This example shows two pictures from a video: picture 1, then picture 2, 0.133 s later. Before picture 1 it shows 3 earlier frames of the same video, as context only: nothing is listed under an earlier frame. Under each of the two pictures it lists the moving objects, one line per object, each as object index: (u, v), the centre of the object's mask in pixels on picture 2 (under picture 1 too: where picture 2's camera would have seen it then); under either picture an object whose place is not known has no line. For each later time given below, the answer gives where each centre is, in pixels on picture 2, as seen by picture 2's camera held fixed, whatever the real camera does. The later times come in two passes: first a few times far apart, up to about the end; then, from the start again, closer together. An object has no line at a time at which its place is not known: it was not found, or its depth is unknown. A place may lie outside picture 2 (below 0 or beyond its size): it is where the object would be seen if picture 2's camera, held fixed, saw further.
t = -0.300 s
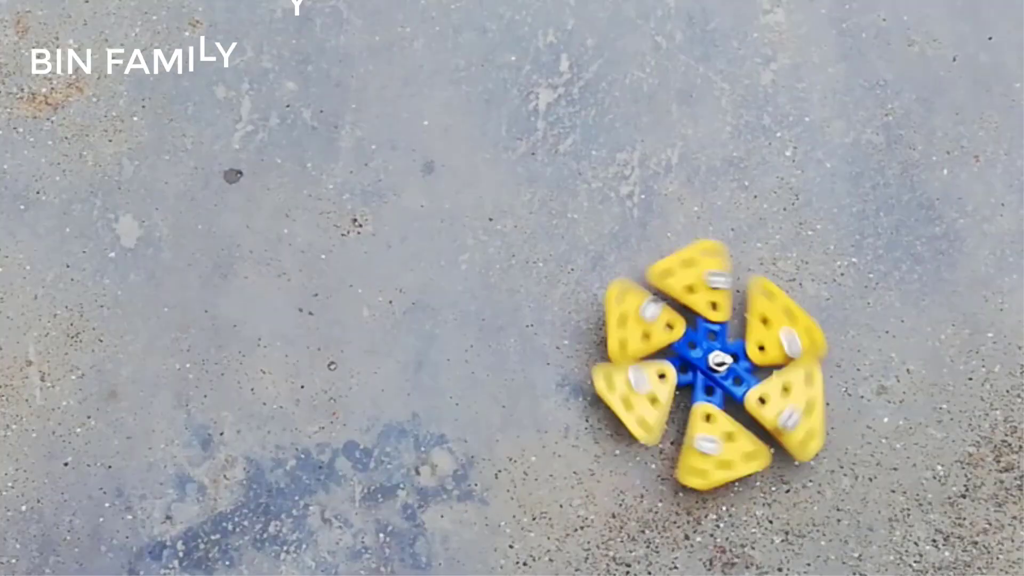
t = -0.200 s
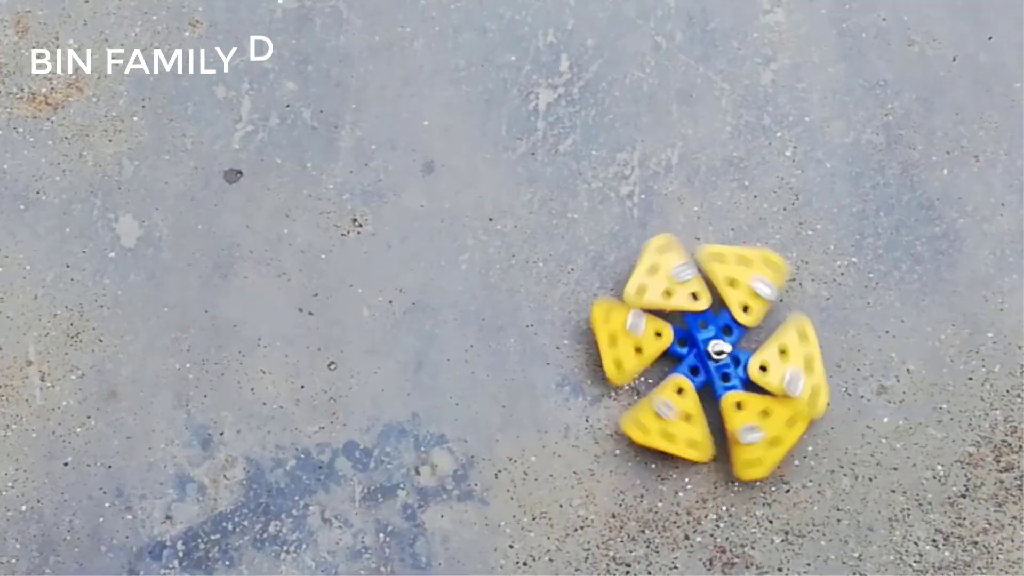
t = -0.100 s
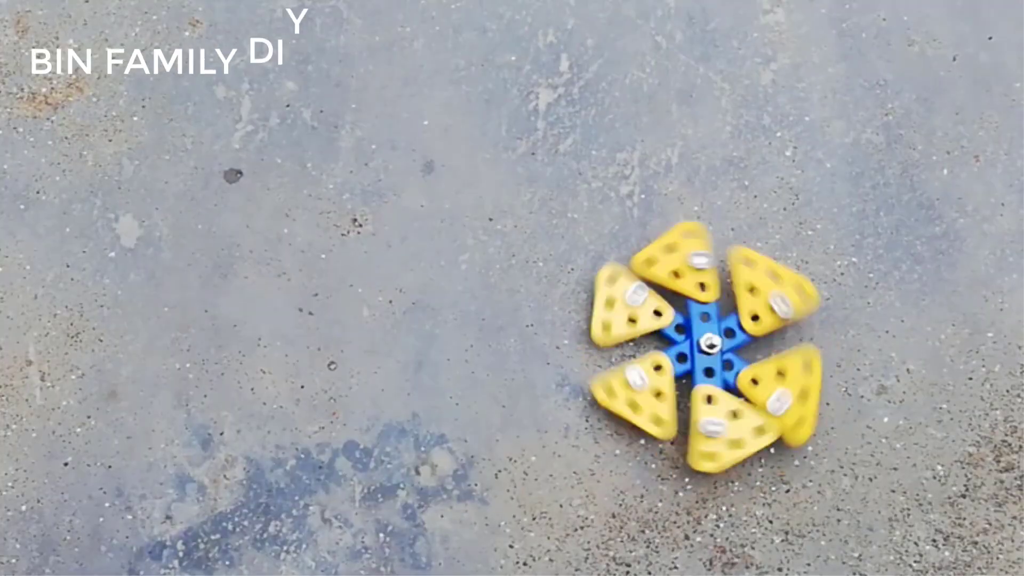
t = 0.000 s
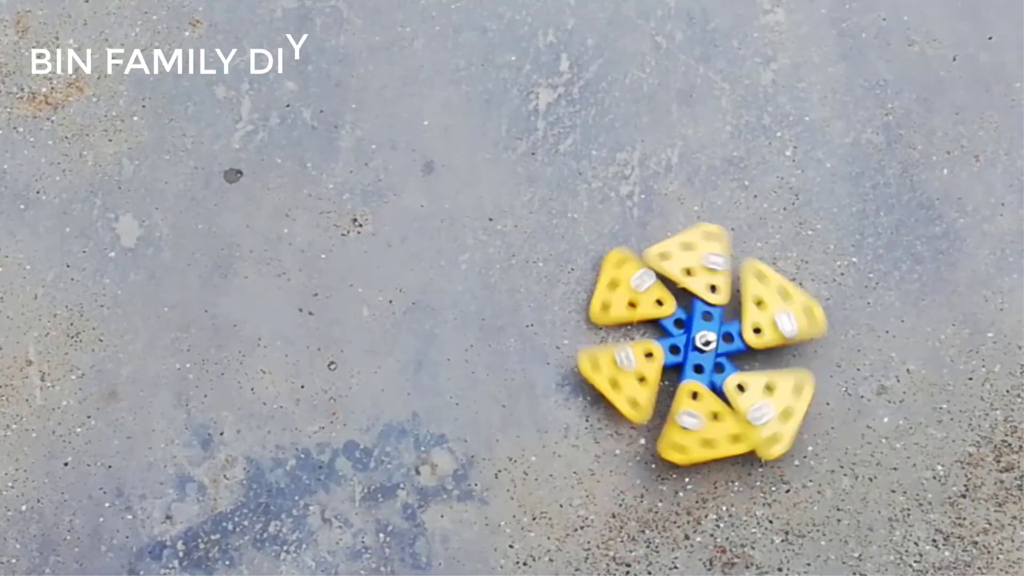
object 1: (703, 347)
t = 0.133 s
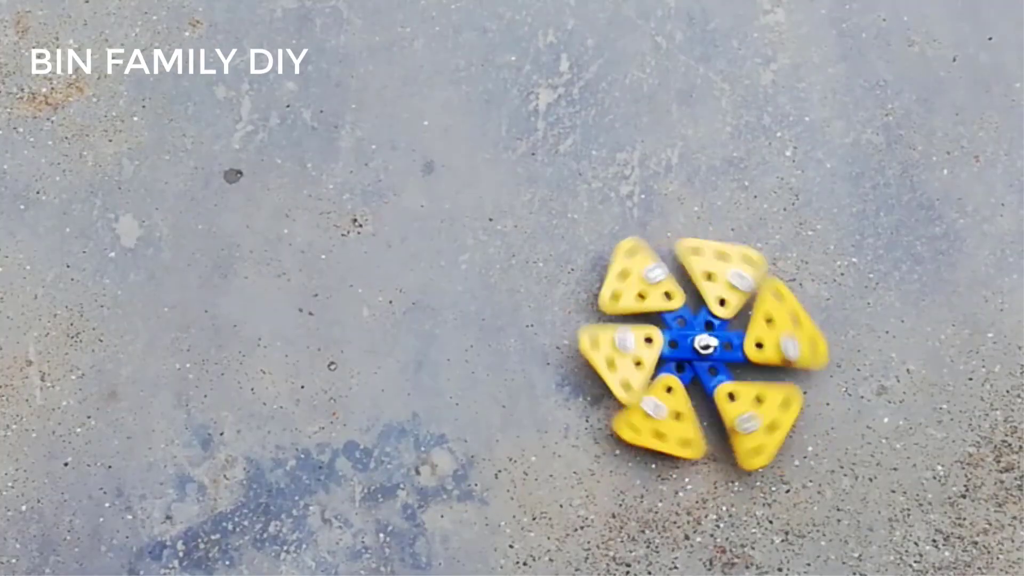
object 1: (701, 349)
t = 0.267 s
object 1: (702, 348)
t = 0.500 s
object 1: (699, 336)
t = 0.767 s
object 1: (690, 334)
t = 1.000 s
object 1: (695, 336)
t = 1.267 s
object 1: (710, 326)
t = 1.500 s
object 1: (701, 304)
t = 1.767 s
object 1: (682, 285)
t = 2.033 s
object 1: (668, 274)
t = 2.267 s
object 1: (651, 267)
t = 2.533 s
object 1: (647, 278)
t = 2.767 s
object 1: (657, 268)
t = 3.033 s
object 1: (657, 258)
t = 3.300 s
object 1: (652, 257)
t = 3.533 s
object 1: (653, 256)
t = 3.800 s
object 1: (657, 246)
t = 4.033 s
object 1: (668, 238)
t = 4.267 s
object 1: (670, 227)
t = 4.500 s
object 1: (667, 217)
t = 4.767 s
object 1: (670, 218)
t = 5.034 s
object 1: (682, 209)
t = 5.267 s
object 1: (690, 199)
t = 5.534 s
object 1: (693, 186)
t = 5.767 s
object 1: (693, 183)
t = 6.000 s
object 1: (693, 181)
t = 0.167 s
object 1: (700, 349)
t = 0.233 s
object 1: (699, 347)
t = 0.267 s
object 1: (702, 348)
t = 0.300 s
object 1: (702, 348)
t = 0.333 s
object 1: (702, 346)
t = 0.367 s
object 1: (703, 344)
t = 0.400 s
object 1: (703, 345)
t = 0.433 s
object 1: (702, 340)
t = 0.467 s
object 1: (703, 336)
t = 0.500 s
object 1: (699, 336)
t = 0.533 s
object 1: (696, 335)
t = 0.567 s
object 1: (697, 335)
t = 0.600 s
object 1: (693, 335)
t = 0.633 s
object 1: (691, 332)
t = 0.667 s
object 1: (692, 333)
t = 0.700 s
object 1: (690, 334)
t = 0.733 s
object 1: (689, 333)
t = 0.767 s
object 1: (690, 334)
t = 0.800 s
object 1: (692, 335)
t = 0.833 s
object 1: (691, 337)
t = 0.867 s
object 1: (691, 337)
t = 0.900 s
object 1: (691, 336)
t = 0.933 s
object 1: (691, 337)
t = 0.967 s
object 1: (692, 335)
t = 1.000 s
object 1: (695, 336)
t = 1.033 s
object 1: (696, 339)
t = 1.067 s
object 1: (695, 338)
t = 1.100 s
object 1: (699, 336)
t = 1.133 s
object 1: (703, 336)
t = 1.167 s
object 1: (703, 333)
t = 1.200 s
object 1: (706, 330)
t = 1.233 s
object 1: (709, 328)
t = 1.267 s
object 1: (710, 326)
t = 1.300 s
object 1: (709, 321)
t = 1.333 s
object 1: (712, 318)
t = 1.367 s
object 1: (712, 315)
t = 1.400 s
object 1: (709, 312)
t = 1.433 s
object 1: (707, 307)
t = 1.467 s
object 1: (705, 304)
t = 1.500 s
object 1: (701, 304)
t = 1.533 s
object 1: (698, 299)
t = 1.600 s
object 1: (696, 298)
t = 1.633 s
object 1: (694, 296)
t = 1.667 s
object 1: (690, 291)
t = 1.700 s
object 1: (687, 290)
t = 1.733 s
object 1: (683, 288)
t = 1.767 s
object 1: (682, 285)
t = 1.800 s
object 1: (680, 285)
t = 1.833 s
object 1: (678, 284)
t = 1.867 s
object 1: (676, 282)
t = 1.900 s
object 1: (675, 281)
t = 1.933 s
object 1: (674, 279)
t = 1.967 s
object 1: (670, 278)
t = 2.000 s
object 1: (669, 276)
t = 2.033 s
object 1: (668, 274)
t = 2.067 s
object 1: (667, 272)
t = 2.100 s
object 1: (664, 271)
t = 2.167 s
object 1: (660, 269)
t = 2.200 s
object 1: (658, 268)
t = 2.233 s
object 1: (656, 267)
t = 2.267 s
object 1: (651, 267)
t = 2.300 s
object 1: (648, 267)
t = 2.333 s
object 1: (646, 268)
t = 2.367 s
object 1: (645, 270)
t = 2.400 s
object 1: (643, 273)
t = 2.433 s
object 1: (643, 273)
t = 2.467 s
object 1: (645, 275)
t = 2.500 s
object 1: (646, 278)
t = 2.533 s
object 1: (647, 278)
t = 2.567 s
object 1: (650, 277)
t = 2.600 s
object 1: (653, 276)
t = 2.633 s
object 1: (654, 275)
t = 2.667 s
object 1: (655, 274)
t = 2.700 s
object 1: (654, 271)
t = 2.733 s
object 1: (656, 268)
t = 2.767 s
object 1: (657, 268)
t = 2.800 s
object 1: (655, 268)
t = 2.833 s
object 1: (655, 266)
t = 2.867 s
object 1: (656, 265)
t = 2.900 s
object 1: (657, 264)
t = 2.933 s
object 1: (657, 264)
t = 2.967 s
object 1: (657, 264)
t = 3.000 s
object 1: (657, 263)
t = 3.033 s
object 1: (657, 258)
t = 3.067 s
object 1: (655, 257)
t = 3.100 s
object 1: (653, 259)
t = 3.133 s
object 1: (651, 257)
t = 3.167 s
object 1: (652, 257)
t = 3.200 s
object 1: (652, 258)
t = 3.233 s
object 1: (652, 258)
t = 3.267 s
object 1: (653, 257)
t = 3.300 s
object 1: (652, 257)
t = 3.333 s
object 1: (651, 256)
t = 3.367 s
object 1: (651, 257)
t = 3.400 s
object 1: (652, 258)
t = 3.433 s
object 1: (651, 257)
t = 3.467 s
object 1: (650, 256)
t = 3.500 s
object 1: (652, 256)
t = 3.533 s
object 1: (653, 256)
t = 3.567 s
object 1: (655, 255)
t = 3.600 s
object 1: (655, 254)
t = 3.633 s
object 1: (655, 252)
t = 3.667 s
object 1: (656, 250)
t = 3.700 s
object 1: (656, 251)
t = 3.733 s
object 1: (656, 250)
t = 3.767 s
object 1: (656, 249)
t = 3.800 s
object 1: (657, 246)
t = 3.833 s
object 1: (659, 245)
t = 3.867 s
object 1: (661, 246)
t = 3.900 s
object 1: (662, 246)
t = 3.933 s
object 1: (661, 243)
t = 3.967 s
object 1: (664, 241)
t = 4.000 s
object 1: (666, 239)
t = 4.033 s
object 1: (668, 238)
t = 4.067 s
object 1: (669, 237)
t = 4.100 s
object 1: (669, 235)
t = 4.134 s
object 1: (668, 231)
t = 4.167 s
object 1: (669, 229)
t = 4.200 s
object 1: (669, 228)
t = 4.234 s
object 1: (670, 228)
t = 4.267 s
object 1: (670, 227)
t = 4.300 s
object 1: (670, 225)
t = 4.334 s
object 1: (670, 224)
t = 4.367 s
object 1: (670, 222)
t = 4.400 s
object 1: (671, 222)
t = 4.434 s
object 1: (670, 221)
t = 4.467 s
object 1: (669, 219)
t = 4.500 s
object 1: (667, 217)
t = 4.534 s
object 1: (666, 215)
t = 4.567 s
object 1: (665, 216)
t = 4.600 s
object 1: (665, 217)
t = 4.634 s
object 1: (666, 218)
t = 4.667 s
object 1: (665, 219)
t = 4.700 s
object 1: (666, 220)
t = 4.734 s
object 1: (668, 219)
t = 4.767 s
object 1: (670, 218)
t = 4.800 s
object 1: (672, 217)
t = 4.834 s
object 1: (674, 216)
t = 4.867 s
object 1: (675, 215)
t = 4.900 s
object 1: (676, 212)
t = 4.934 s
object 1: (678, 210)
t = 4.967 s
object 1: (680, 209)
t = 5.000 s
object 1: (681, 208)
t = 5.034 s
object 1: (682, 209)
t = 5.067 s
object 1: (682, 209)
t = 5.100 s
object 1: (683, 207)
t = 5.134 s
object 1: (685, 205)
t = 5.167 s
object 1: (688, 202)
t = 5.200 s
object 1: (689, 201)
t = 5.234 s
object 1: (690, 199)
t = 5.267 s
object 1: (690, 199)
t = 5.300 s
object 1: (690, 197)
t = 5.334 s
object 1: (690, 194)
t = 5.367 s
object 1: (691, 191)
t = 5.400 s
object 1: (692, 190)
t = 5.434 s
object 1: (693, 190)
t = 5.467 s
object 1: (694, 189)
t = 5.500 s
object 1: (694, 188)
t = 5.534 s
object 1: (693, 186)
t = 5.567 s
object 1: (694, 183)
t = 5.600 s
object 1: (694, 181)
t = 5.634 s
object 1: (694, 182)
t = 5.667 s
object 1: (694, 181)
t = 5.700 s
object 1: (693, 182)
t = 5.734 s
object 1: (692, 183)
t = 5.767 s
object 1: (693, 183)
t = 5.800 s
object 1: (693, 183)
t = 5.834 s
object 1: (692, 183)
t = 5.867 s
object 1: (692, 182)
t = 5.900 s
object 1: (692, 182)
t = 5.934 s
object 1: (692, 181)
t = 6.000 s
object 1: (693, 181)
